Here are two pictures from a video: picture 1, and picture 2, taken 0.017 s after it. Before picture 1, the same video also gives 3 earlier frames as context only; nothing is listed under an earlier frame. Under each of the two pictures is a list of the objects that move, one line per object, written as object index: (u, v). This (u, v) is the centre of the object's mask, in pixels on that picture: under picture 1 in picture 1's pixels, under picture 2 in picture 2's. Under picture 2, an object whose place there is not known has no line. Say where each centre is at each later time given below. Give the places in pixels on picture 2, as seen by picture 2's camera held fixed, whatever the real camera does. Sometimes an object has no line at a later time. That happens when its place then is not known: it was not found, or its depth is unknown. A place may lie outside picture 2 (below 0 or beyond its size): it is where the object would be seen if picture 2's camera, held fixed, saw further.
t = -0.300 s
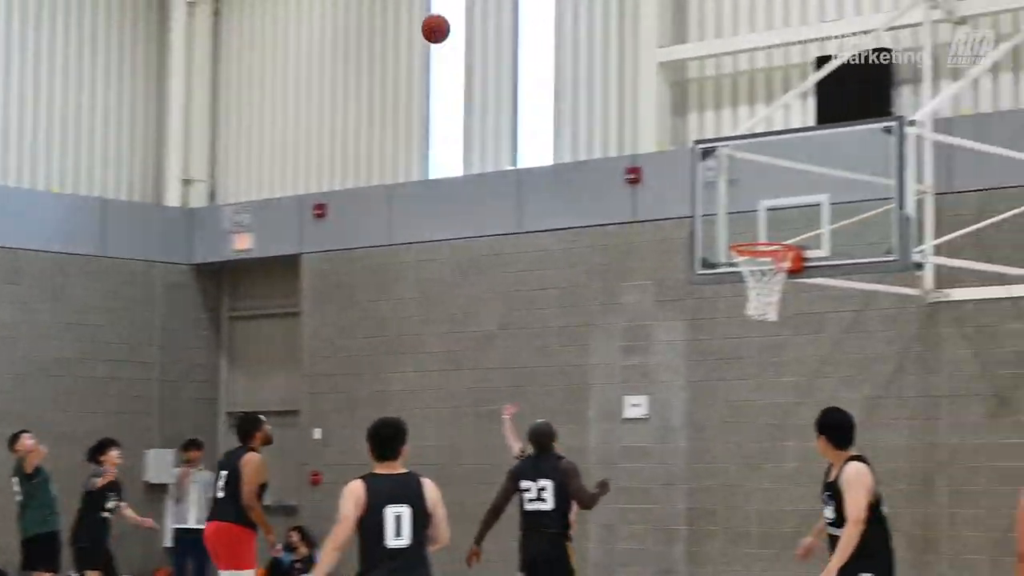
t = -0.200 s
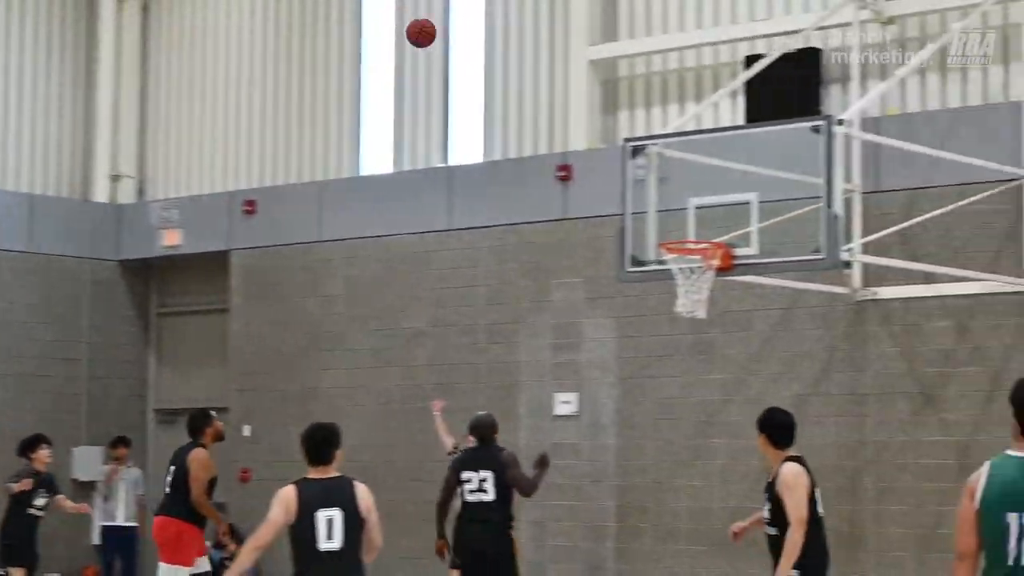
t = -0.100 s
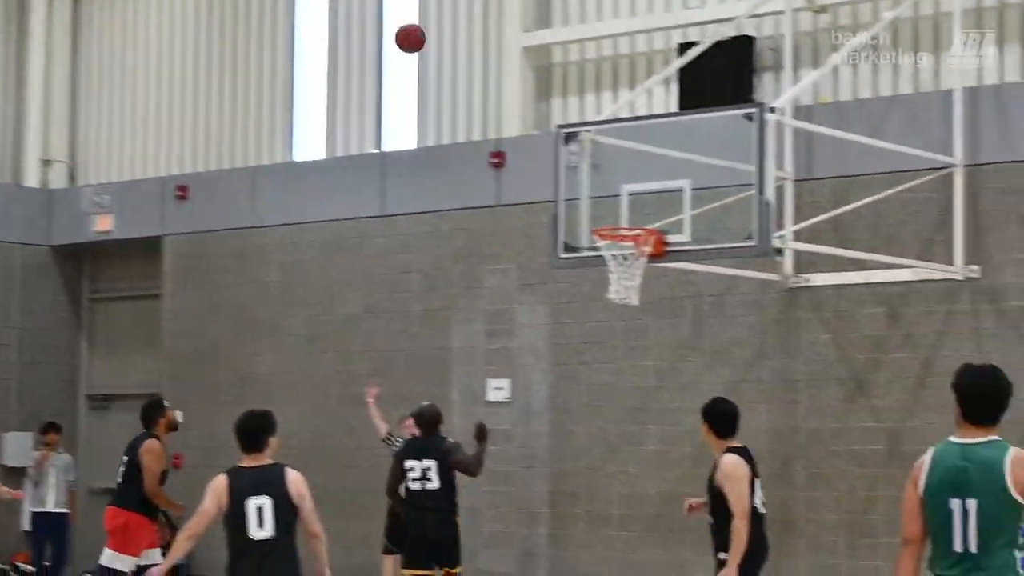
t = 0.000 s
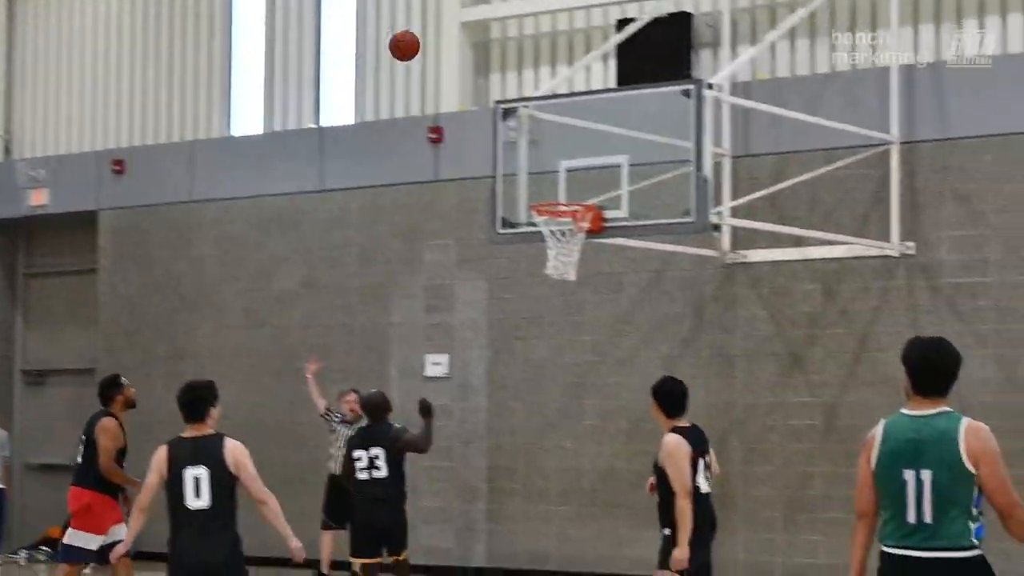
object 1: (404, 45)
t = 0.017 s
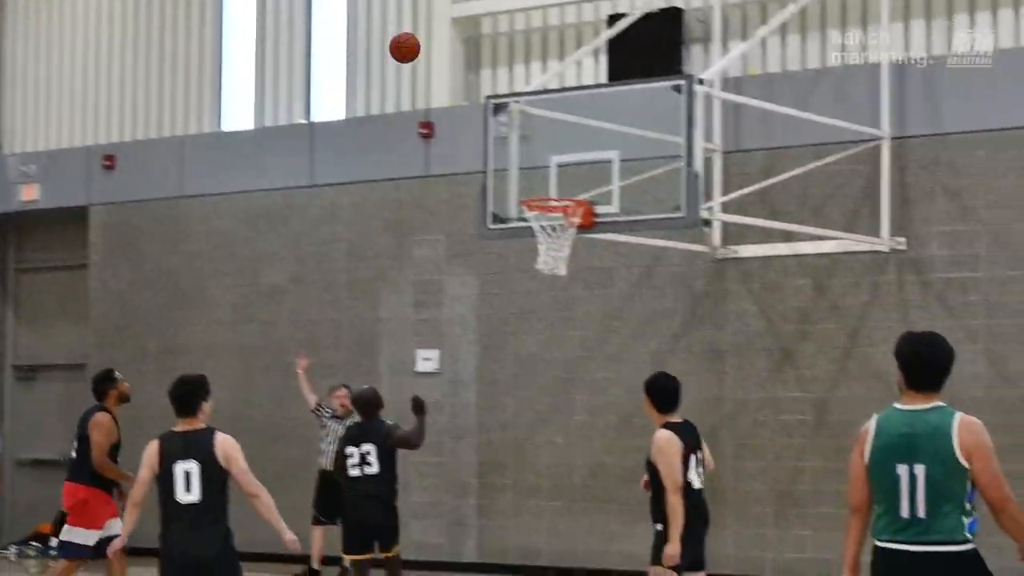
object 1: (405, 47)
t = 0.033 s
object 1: (414, 54)
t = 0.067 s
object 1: (434, 70)
